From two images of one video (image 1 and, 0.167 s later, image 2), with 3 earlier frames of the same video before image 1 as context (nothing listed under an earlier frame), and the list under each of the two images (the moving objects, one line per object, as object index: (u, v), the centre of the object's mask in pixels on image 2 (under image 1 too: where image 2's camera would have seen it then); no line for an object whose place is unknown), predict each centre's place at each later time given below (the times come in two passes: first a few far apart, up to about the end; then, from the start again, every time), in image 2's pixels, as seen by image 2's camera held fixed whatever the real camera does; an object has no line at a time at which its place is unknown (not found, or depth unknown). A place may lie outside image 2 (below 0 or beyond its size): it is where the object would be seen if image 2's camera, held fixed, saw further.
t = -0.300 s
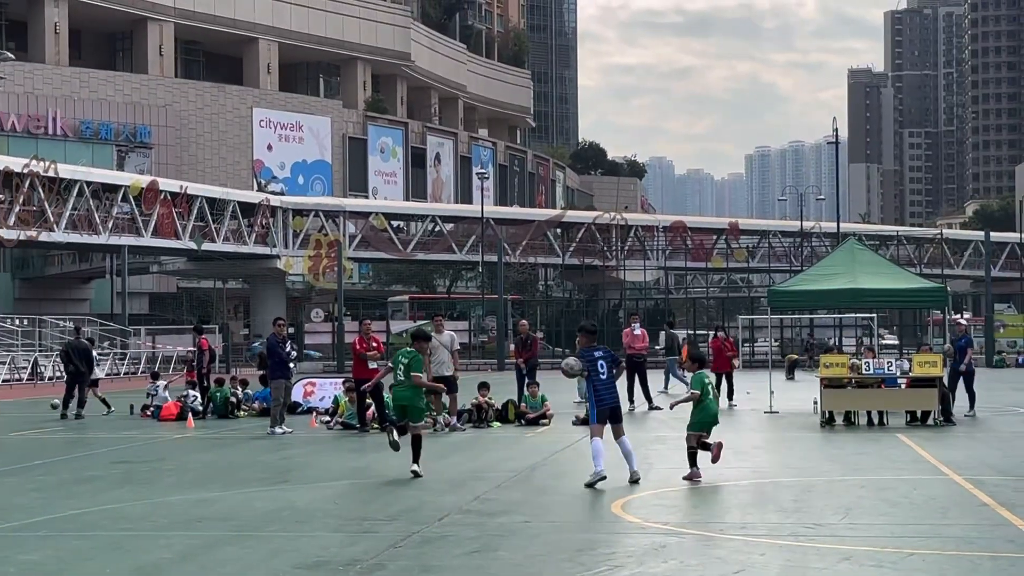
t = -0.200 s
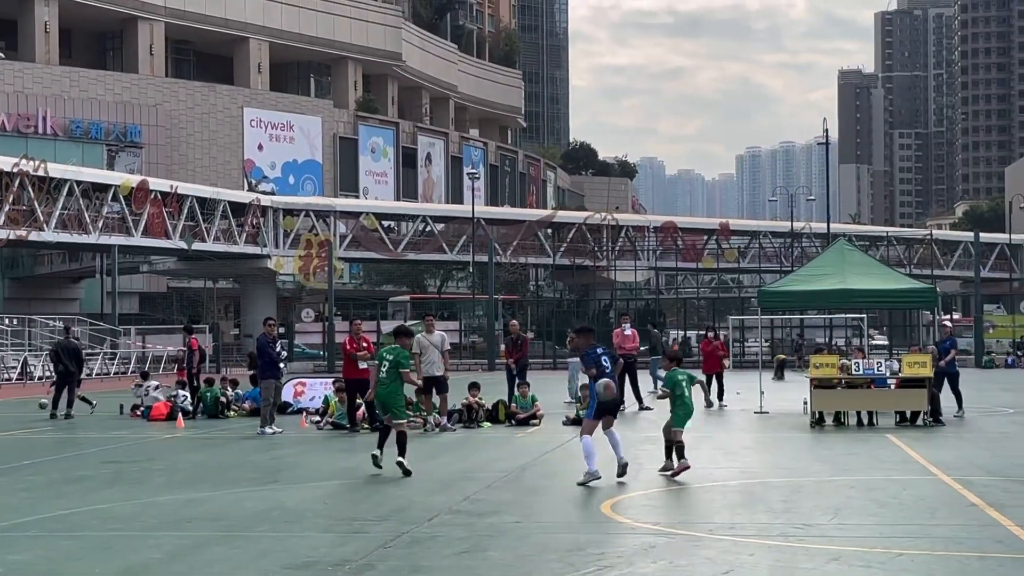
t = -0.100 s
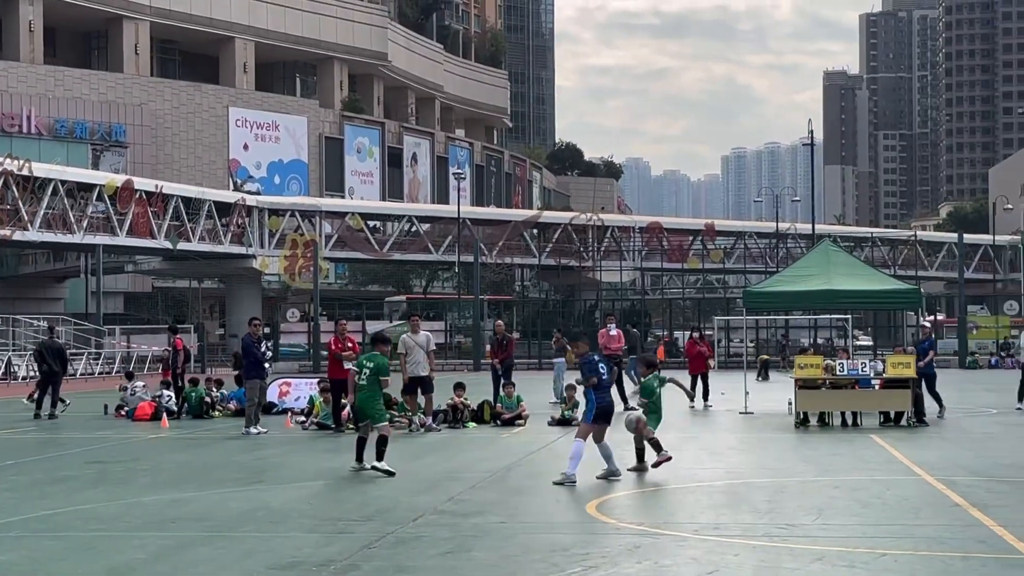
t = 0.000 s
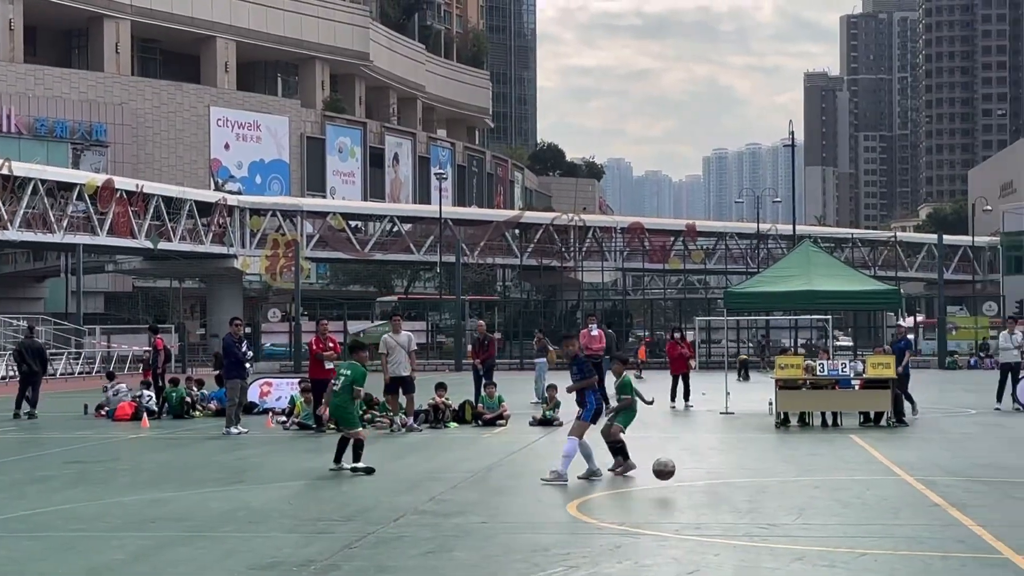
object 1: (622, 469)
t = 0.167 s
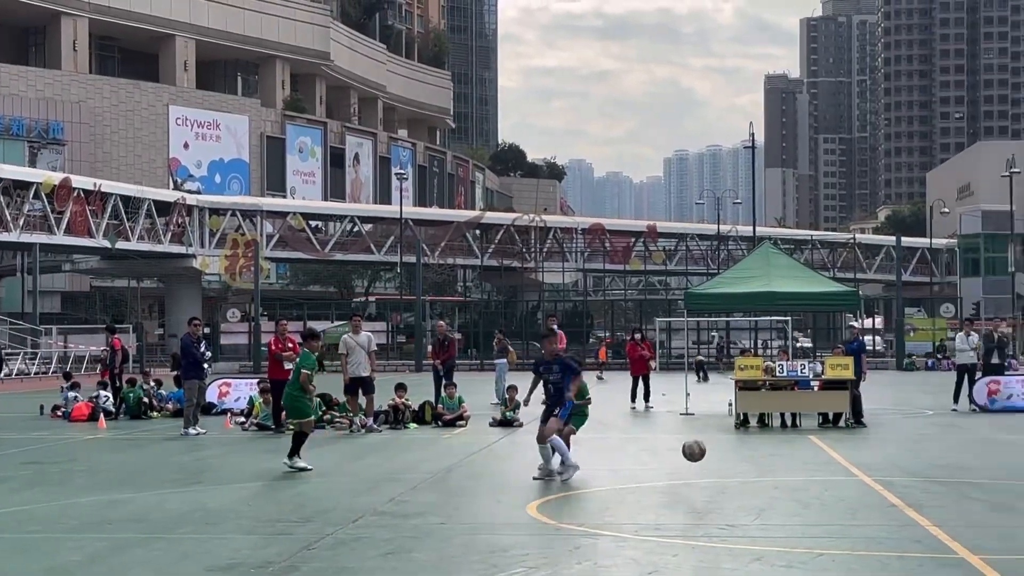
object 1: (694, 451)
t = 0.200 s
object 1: (708, 445)
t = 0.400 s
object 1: (798, 434)
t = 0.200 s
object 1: (708, 445)
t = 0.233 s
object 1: (722, 439)
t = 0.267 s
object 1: (737, 436)
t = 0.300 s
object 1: (752, 433)
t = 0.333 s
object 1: (767, 432)
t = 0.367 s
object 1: (782, 433)
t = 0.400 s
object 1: (798, 434)
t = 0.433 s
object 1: (815, 437)
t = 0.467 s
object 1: (832, 442)
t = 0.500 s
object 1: (847, 448)
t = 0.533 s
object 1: (865, 455)
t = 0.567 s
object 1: (882, 465)
